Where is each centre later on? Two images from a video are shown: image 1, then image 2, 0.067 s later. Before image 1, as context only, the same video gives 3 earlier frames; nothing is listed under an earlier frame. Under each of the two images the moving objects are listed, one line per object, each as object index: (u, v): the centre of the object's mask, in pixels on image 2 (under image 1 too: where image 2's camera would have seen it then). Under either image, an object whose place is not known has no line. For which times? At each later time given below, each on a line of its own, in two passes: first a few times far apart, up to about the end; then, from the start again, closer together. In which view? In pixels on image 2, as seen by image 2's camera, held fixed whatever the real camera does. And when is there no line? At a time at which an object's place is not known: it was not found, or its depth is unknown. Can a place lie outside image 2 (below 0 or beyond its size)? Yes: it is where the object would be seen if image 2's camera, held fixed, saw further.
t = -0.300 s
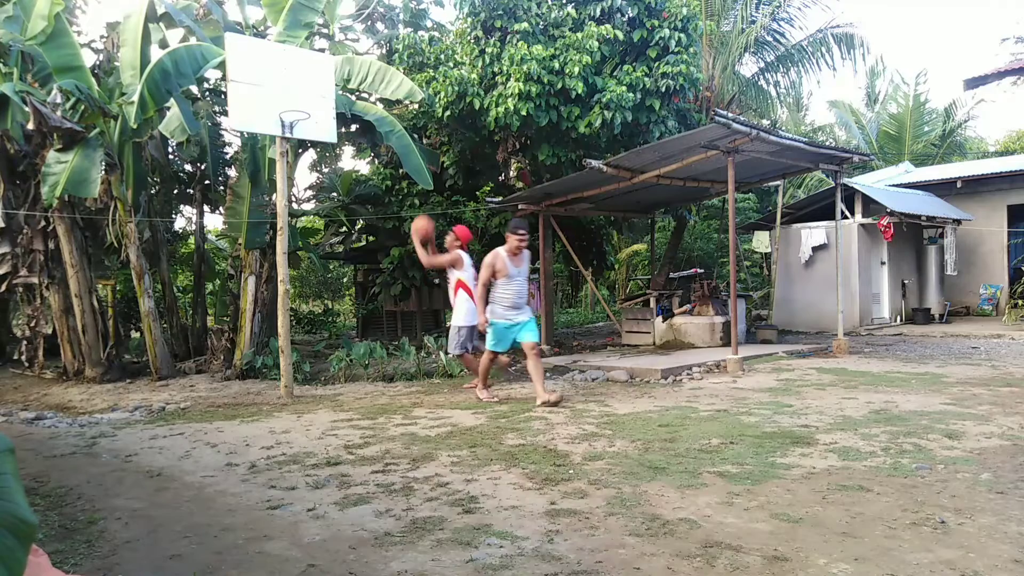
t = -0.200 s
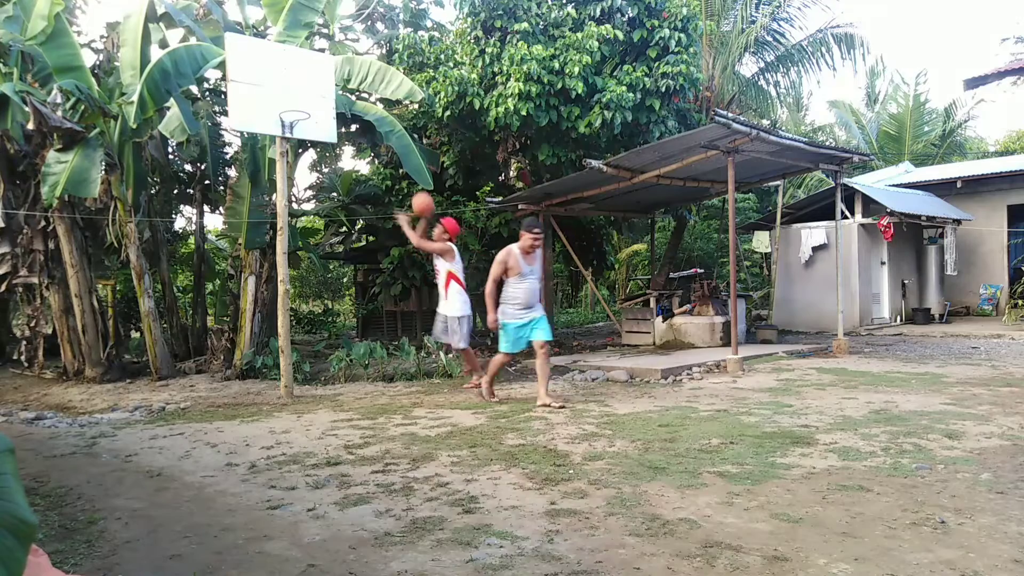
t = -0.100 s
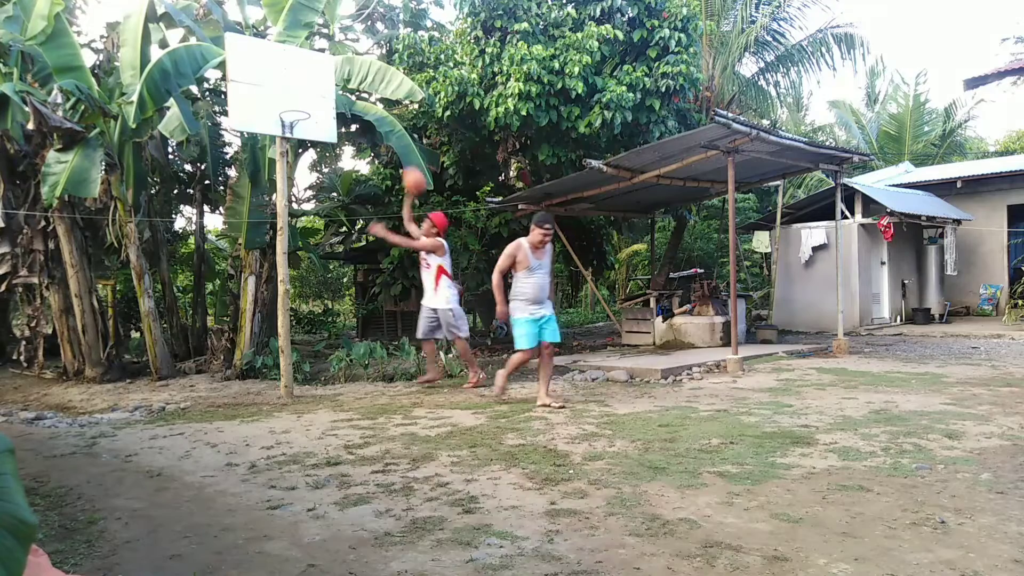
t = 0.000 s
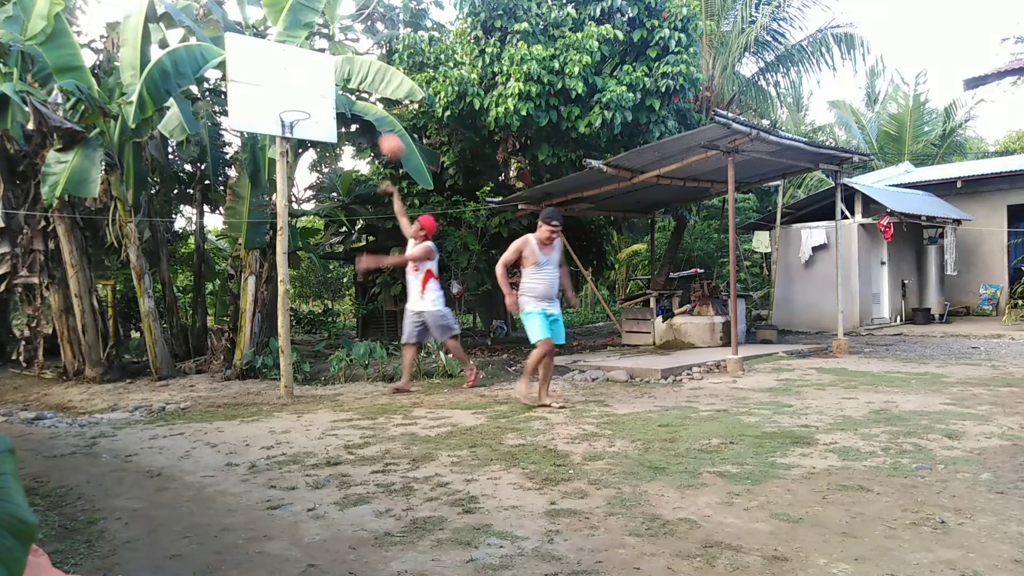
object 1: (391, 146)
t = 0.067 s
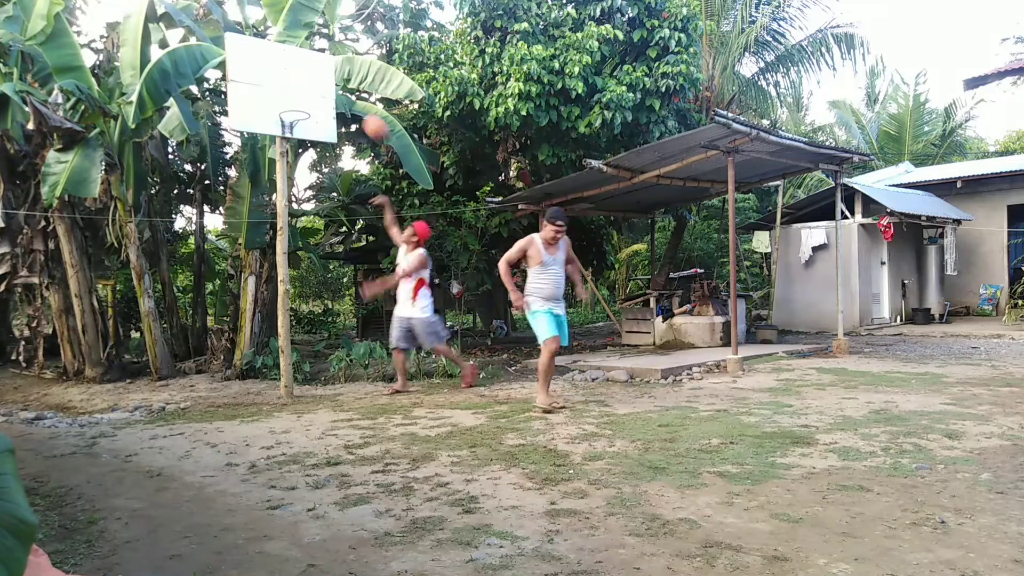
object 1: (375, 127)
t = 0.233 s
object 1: (336, 101)
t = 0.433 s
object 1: (304, 104)
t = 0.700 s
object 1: (291, 101)
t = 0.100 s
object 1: (367, 120)
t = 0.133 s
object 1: (359, 114)
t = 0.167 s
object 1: (349, 108)
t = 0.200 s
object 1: (343, 104)
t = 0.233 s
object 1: (336, 101)
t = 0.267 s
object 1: (326, 99)
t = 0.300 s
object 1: (317, 98)
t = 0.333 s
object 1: (308, 99)
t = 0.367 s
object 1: (306, 100)
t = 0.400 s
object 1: (305, 103)
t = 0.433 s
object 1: (304, 104)
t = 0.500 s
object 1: (302, 101)
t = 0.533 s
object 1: (300, 99)
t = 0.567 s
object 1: (298, 97)
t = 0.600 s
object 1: (296, 97)
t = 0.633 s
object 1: (295, 98)
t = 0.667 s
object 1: (293, 100)
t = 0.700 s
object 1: (291, 101)
